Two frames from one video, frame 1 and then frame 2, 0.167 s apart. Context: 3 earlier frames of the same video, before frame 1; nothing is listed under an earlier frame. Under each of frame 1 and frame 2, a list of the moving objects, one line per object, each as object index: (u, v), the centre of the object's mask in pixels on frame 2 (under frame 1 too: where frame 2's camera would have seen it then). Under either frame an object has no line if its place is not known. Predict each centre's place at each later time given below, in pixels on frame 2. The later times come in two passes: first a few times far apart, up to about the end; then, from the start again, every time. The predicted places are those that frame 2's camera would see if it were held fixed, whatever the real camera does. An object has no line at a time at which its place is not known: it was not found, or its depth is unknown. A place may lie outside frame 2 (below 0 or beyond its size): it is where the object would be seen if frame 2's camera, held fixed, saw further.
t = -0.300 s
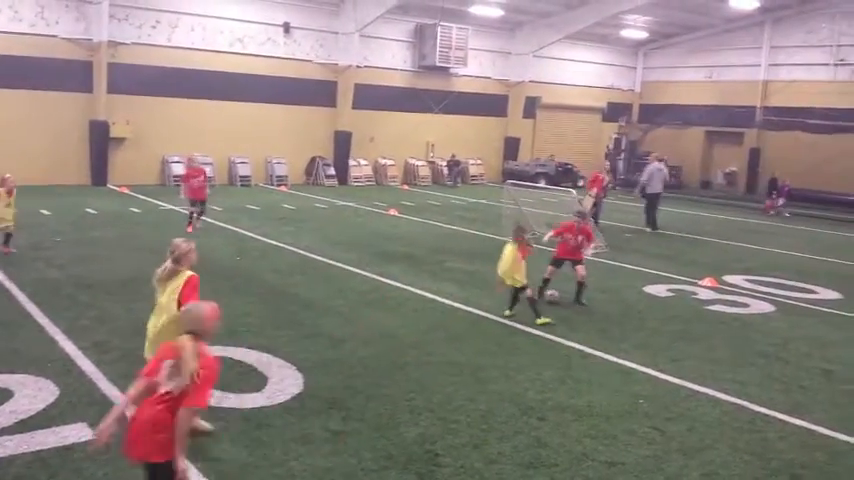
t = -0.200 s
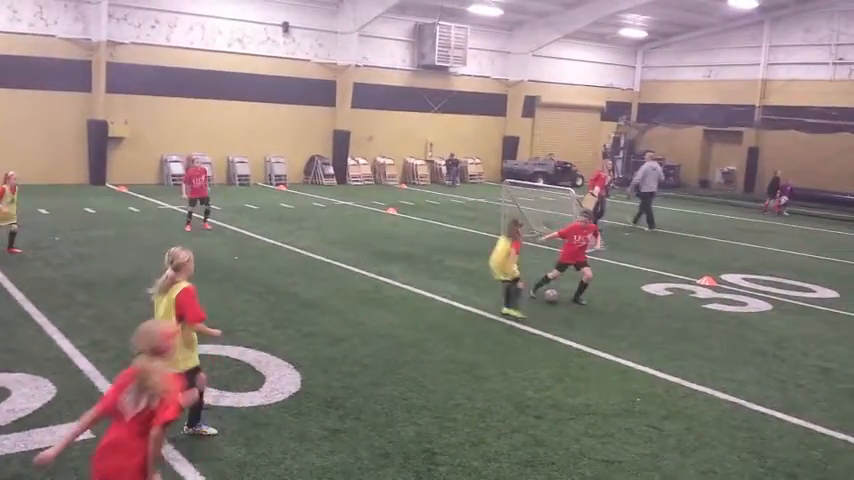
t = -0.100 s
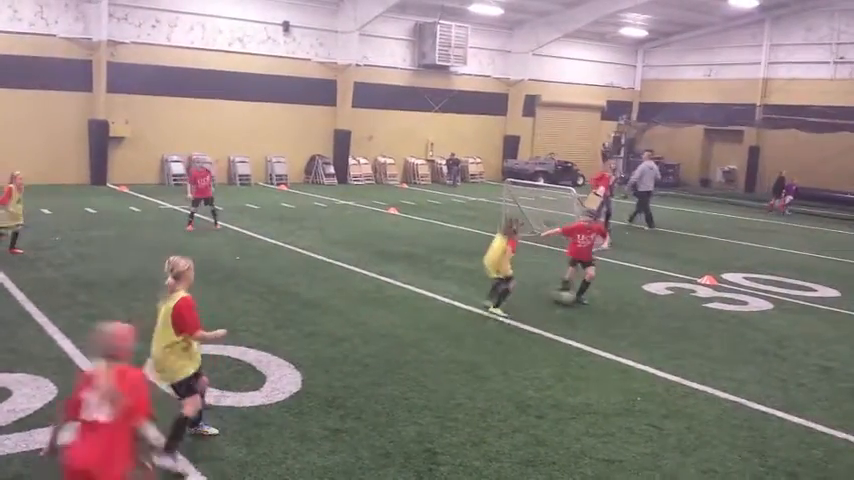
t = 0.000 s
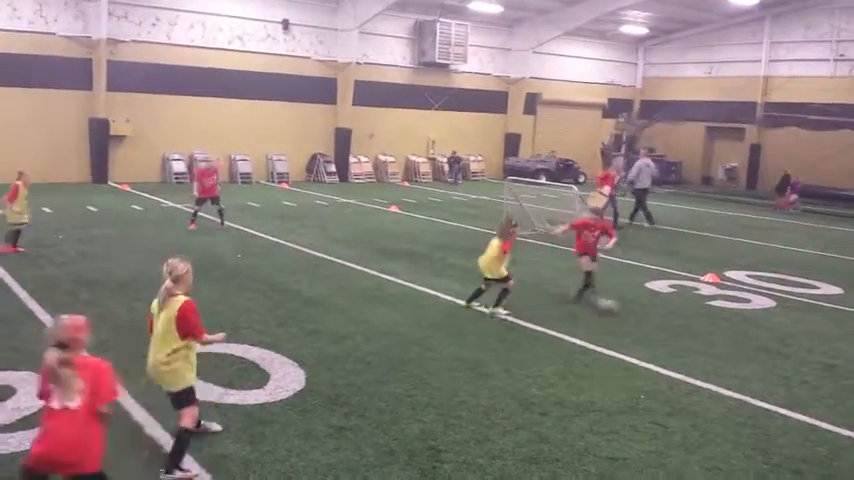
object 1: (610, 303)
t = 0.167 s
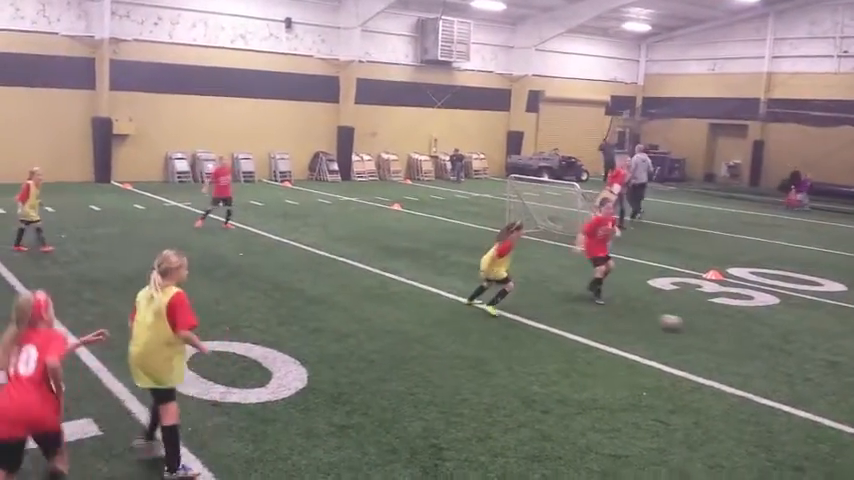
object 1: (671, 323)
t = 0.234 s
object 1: (693, 329)
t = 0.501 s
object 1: (787, 356)
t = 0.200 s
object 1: (680, 325)
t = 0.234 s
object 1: (693, 329)
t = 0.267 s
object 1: (704, 331)
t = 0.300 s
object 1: (716, 336)
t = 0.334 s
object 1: (727, 339)
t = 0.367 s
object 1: (739, 343)
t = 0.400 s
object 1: (751, 346)
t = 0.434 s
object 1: (763, 348)
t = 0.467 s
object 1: (775, 353)
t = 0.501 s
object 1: (787, 356)
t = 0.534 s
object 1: (799, 359)
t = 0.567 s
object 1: (813, 364)
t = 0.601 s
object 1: (827, 367)
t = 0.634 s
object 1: (841, 371)
